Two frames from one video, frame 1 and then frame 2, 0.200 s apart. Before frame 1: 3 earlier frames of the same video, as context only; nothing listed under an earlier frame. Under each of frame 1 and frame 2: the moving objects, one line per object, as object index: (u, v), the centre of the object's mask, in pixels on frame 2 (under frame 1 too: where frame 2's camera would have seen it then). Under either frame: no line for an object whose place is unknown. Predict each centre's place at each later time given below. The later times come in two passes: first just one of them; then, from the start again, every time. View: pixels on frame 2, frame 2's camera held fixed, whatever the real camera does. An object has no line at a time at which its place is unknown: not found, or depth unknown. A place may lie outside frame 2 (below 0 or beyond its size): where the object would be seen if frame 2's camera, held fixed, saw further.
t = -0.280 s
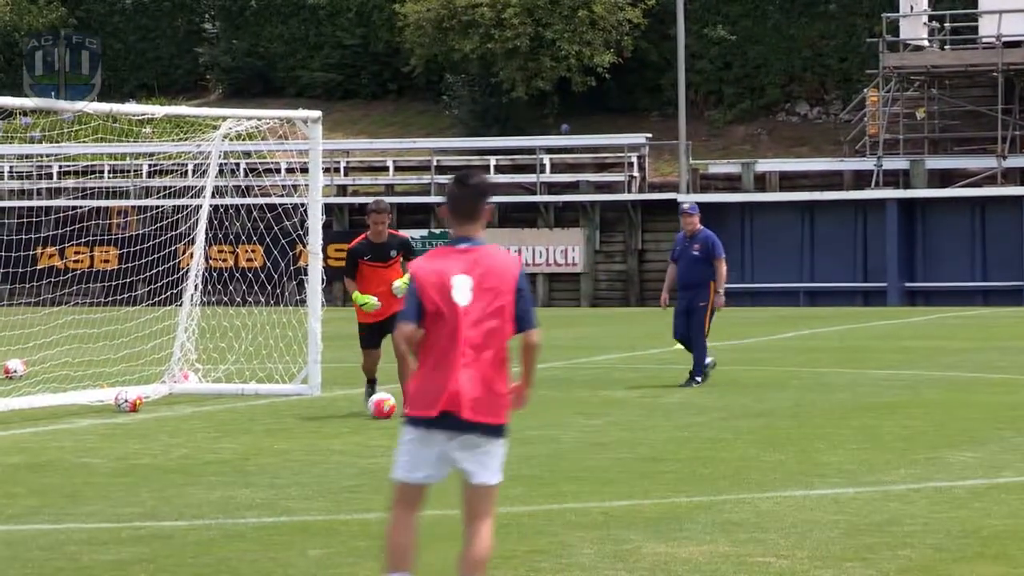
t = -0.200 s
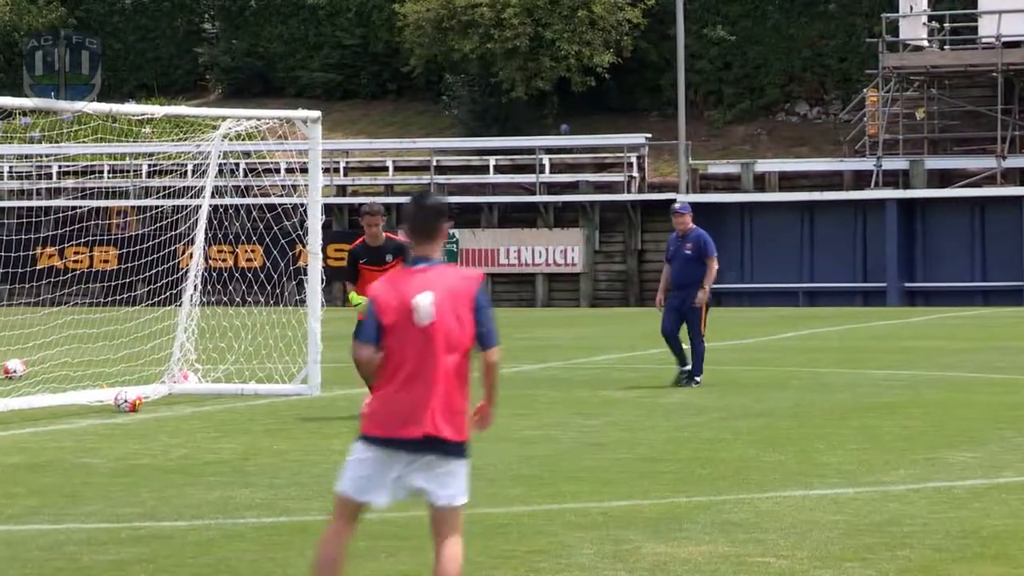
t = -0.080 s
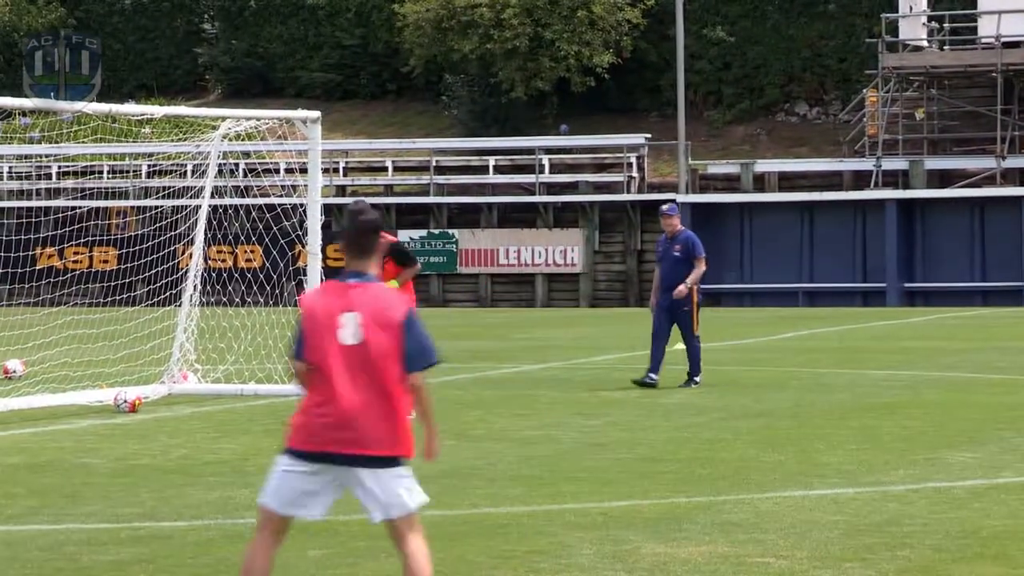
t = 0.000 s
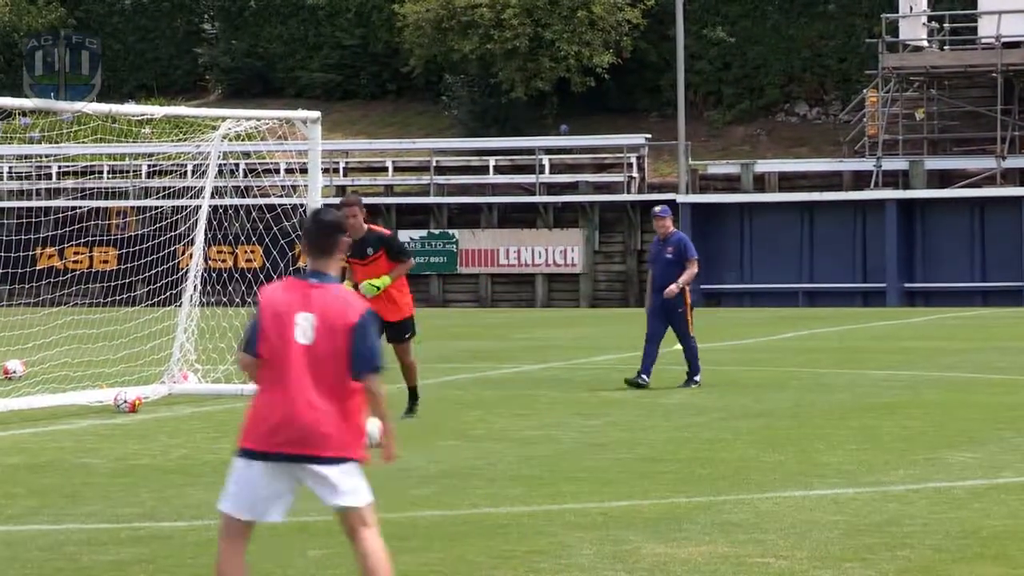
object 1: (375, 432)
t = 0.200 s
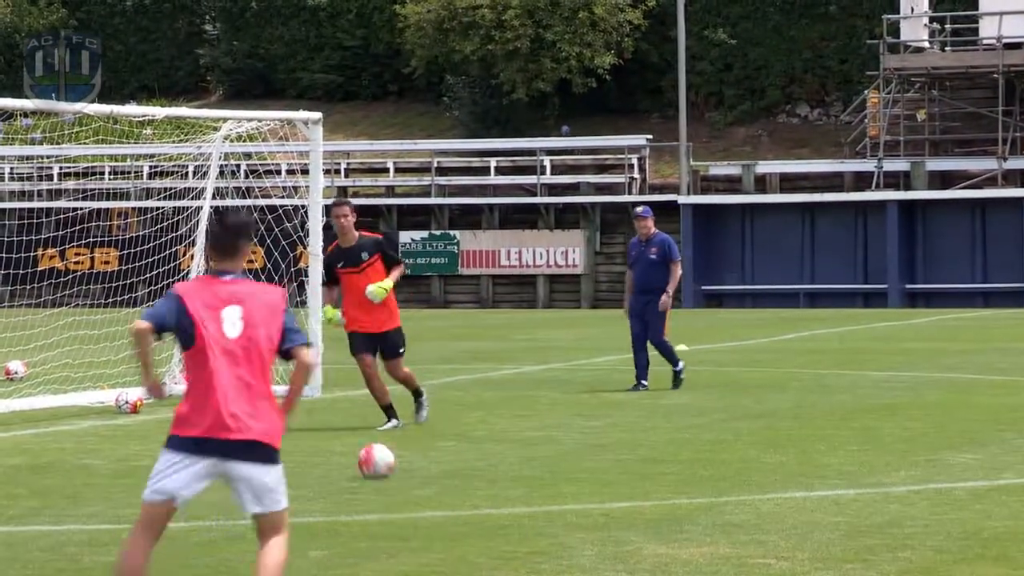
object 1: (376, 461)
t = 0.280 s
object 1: (380, 472)
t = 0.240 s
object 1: (378, 466)
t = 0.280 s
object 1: (380, 472)
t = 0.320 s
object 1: (382, 481)
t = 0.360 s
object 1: (385, 489)
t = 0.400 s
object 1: (388, 495)
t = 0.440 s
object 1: (392, 503)
